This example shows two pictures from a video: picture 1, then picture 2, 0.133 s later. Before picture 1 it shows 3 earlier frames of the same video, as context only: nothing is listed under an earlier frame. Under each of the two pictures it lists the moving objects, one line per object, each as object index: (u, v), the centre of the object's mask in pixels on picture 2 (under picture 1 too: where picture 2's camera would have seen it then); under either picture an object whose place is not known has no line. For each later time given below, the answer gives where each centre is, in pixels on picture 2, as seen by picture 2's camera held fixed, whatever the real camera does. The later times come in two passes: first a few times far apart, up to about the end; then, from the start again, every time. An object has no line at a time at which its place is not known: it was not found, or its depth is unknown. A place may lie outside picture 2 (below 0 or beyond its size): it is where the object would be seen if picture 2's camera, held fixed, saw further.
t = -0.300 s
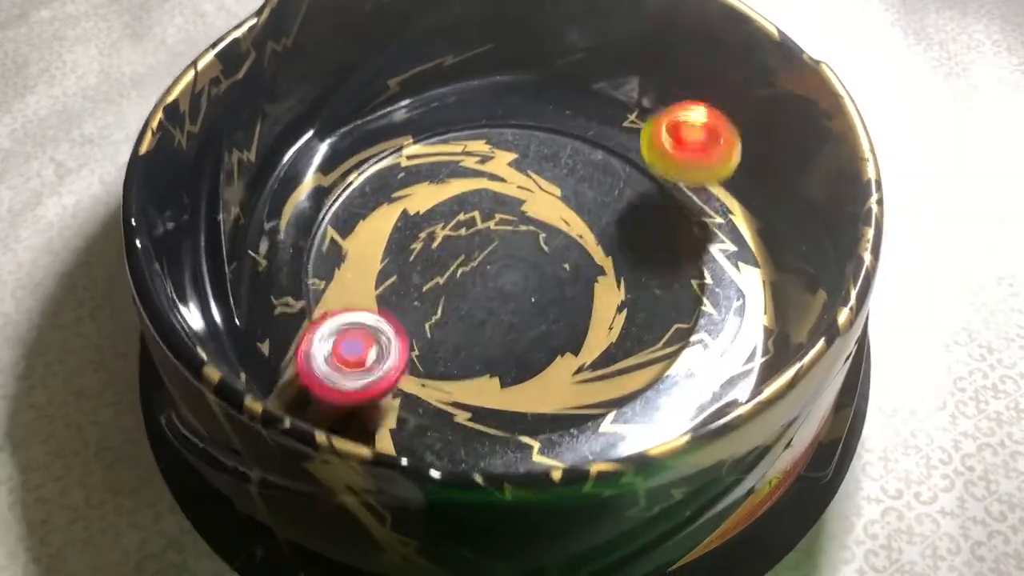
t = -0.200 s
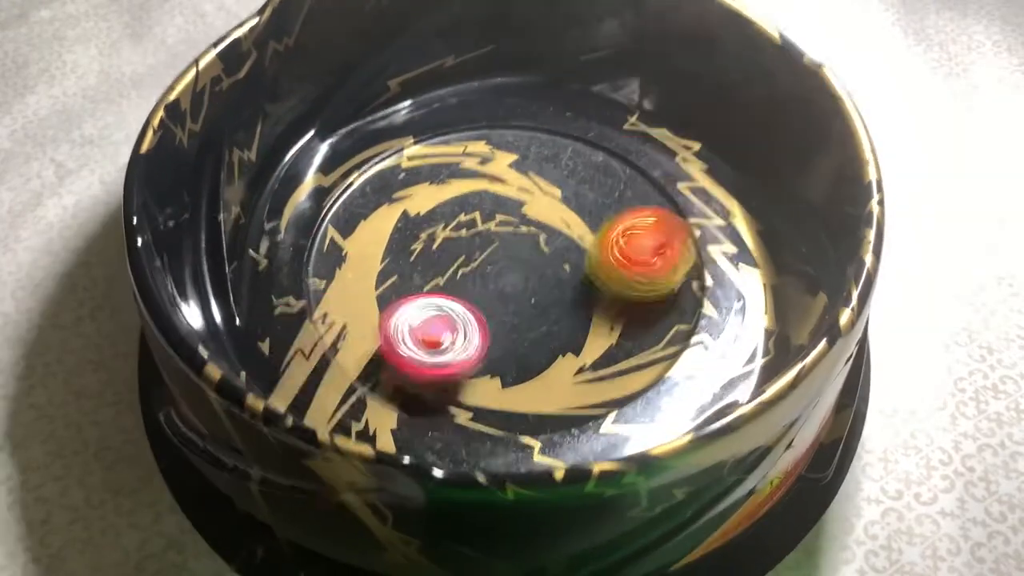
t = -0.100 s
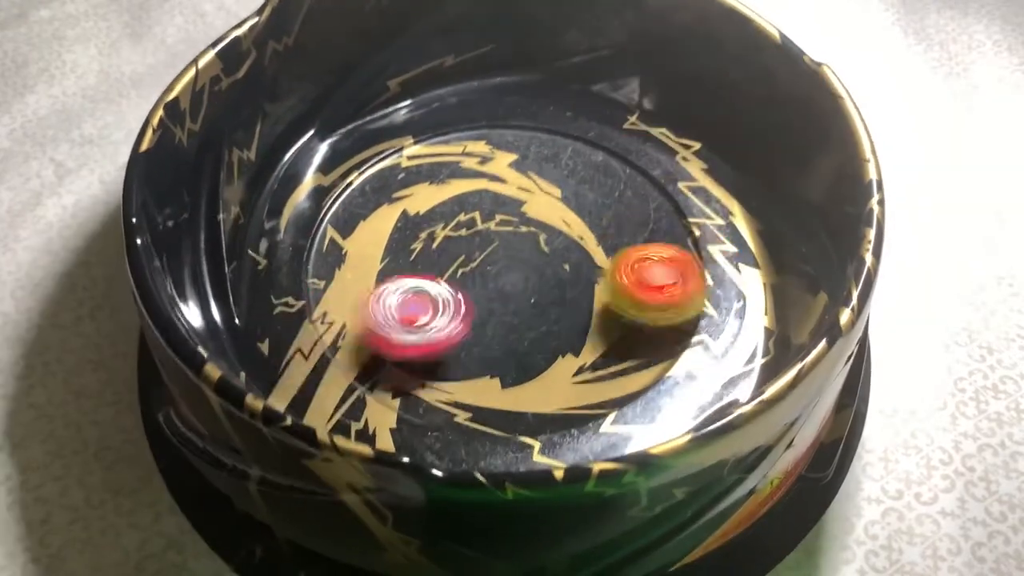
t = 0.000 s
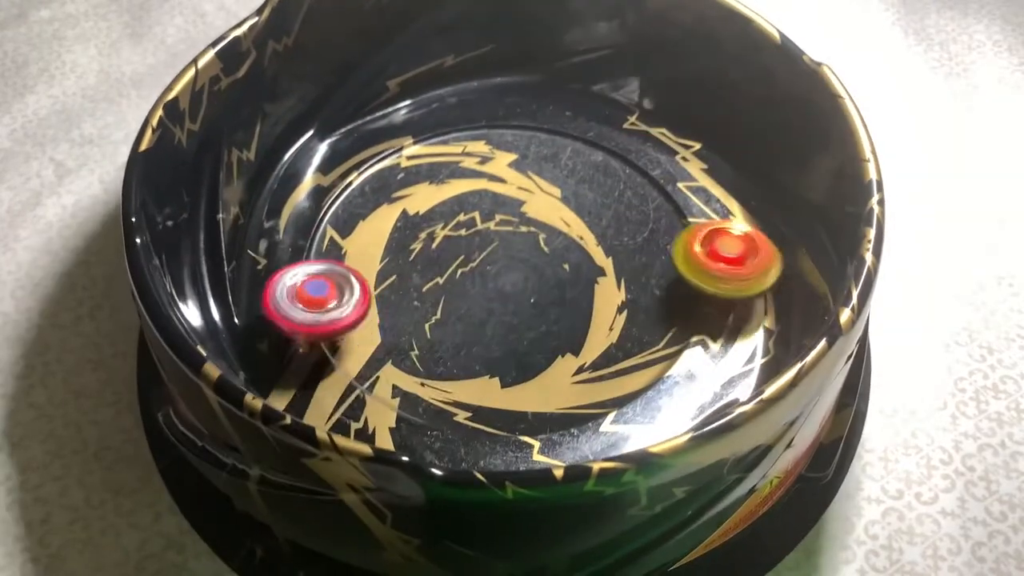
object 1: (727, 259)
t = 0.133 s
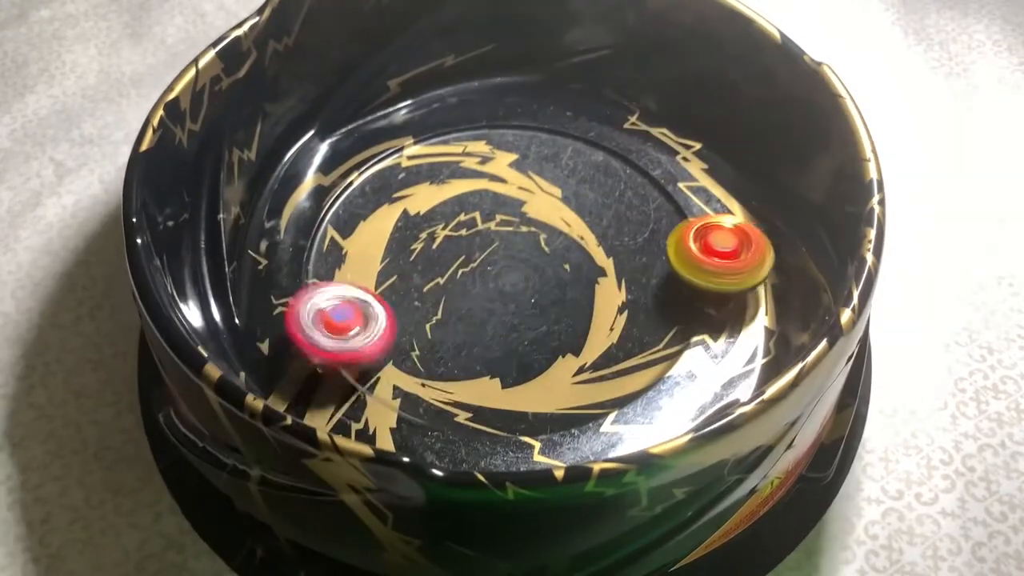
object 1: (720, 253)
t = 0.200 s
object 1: (716, 254)
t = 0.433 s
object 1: (712, 263)
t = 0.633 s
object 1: (617, 291)
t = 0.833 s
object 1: (527, 285)
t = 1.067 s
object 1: (536, 255)
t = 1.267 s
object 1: (704, 197)
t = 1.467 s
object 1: (715, 199)
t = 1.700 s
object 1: (665, 211)
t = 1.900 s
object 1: (531, 262)
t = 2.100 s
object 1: (479, 258)
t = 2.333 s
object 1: (458, 237)
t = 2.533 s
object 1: (460, 231)
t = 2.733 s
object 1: (497, 226)
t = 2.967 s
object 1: (519, 249)
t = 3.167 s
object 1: (515, 270)
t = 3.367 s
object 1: (504, 281)
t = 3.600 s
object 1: (501, 282)
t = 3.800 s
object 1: (502, 280)
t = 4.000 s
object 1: (530, 265)
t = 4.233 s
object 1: (530, 249)
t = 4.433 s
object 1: (508, 243)
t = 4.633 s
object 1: (500, 258)
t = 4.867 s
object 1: (512, 266)
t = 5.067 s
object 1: (524, 265)
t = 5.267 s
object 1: (529, 257)
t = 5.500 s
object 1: (517, 247)
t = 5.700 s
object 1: (503, 253)
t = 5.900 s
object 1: (504, 264)
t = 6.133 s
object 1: (522, 264)
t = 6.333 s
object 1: (526, 255)
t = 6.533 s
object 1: (514, 251)
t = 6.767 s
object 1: (500, 264)
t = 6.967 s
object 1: (512, 267)
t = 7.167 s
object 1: (529, 258)
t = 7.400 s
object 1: (521, 247)
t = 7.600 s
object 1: (505, 253)
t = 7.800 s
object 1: (500, 263)
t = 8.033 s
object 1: (518, 264)
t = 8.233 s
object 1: (526, 254)
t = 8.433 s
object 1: (516, 250)
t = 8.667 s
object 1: (500, 261)
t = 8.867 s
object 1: (516, 266)
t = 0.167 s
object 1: (718, 253)
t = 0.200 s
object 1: (716, 254)
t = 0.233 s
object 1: (716, 255)
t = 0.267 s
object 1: (715, 256)
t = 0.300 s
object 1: (715, 258)
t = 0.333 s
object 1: (715, 259)
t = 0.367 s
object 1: (714, 261)
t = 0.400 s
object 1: (713, 262)
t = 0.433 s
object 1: (712, 263)
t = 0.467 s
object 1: (707, 265)
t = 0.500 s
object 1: (697, 270)
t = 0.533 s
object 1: (678, 278)
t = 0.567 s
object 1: (659, 282)
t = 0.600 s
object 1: (638, 287)
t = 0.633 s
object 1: (617, 291)
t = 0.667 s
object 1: (596, 292)
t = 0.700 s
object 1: (576, 293)
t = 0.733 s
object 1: (558, 292)
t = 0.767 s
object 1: (545, 290)
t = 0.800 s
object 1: (535, 288)
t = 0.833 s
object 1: (527, 285)
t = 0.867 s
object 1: (522, 282)
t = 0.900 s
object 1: (518, 279)
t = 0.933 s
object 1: (515, 275)
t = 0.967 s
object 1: (512, 272)
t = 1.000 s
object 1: (509, 268)
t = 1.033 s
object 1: (507, 265)
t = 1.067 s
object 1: (536, 255)
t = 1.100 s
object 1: (584, 240)
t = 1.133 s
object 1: (620, 227)
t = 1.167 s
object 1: (650, 216)
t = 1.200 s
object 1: (677, 205)
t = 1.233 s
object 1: (694, 197)
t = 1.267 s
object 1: (704, 197)
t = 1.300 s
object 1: (713, 196)
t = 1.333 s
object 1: (717, 197)
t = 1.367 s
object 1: (719, 197)
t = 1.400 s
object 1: (718, 197)
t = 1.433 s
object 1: (717, 198)
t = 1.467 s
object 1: (715, 199)
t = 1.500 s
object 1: (722, 191)
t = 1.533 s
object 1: (742, 179)
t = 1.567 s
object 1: (730, 188)
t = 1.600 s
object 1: (717, 190)
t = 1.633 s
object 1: (703, 195)
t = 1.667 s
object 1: (688, 200)
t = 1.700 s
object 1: (665, 211)
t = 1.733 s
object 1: (644, 219)
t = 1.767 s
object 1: (623, 230)
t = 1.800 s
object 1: (599, 239)
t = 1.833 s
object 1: (574, 248)
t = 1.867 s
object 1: (550, 256)
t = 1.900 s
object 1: (531, 262)
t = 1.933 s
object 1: (516, 265)
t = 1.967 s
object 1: (504, 267)
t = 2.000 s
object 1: (495, 266)
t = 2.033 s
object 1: (488, 264)
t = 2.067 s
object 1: (483, 261)
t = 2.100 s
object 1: (479, 258)
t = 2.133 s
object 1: (474, 255)
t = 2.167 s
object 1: (470, 252)
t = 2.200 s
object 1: (467, 248)
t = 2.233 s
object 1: (463, 245)
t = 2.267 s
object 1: (461, 242)
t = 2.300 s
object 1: (459, 240)
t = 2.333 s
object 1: (458, 237)
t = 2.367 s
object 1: (457, 236)
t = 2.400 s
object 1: (457, 234)
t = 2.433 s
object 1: (458, 233)
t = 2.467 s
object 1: (458, 232)
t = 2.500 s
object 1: (459, 232)
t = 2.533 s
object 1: (460, 231)
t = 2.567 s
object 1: (462, 230)
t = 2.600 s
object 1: (463, 230)
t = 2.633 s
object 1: (465, 229)
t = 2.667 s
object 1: (468, 229)
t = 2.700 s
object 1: (483, 228)
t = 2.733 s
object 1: (497, 226)
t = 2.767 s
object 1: (507, 227)
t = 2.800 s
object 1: (513, 230)
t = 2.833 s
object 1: (517, 233)
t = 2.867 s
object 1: (519, 236)
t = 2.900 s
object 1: (519, 240)
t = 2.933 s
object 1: (520, 245)
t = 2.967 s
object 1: (519, 249)
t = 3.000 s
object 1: (520, 253)
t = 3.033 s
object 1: (519, 256)
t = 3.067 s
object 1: (519, 260)
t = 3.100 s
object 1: (518, 264)
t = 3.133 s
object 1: (517, 266)
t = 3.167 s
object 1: (515, 270)
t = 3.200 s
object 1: (514, 272)
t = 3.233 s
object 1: (512, 275)
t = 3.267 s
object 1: (510, 277)
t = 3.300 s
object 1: (508, 279)
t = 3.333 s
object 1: (506, 280)
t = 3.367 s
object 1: (504, 281)
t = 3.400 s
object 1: (503, 281)
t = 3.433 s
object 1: (501, 282)
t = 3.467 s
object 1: (501, 282)
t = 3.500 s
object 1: (499, 283)
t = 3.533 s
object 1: (498, 283)
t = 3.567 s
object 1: (504, 281)
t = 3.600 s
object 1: (501, 282)
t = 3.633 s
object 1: (498, 283)
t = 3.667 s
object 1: (496, 283)
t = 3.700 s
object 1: (496, 283)
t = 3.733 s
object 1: (497, 282)
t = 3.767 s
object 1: (499, 281)
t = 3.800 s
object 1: (502, 280)
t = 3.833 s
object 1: (505, 279)
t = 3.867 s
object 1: (510, 277)
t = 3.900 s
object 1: (514, 275)
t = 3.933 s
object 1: (517, 274)
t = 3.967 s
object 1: (520, 273)
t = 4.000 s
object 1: (530, 265)
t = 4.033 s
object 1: (530, 263)
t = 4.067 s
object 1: (533, 260)
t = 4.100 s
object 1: (533, 259)
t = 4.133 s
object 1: (534, 256)
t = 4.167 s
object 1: (534, 254)
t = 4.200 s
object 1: (533, 251)
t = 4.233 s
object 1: (530, 249)
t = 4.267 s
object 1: (526, 246)
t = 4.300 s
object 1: (522, 244)
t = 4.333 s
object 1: (519, 243)
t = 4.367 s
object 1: (515, 242)
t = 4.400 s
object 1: (511, 242)
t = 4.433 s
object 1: (508, 243)
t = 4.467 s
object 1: (505, 244)
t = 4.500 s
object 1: (505, 245)
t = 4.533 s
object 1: (505, 247)
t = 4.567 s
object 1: (503, 251)
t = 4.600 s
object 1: (502, 254)
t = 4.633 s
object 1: (500, 258)
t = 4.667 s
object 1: (499, 261)
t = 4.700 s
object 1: (499, 263)
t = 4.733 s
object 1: (500, 265)
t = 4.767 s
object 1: (502, 266)
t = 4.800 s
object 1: (505, 266)
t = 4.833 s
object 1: (509, 266)
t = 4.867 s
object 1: (512, 266)
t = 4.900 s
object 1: (514, 266)
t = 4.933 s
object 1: (517, 267)
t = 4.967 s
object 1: (519, 267)
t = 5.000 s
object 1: (522, 267)
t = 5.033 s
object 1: (523, 266)
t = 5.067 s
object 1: (524, 265)
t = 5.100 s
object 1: (525, 264)
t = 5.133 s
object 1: (526, 263)
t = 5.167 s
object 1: (528, 262)
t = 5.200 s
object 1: (529, 260)
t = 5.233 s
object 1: (529, 259)
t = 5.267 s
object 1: (529, 257)
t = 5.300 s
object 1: (529, 255)
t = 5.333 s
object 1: (528, 253)
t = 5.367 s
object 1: (527, 250)
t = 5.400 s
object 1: (525, 249)
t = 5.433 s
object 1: (522, 248)
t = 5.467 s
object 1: (520, 247)
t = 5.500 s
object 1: (517, 247)
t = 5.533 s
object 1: (514, 247)
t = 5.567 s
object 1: (511, 248)
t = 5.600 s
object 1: (508, 249)
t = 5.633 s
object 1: (506, 250)
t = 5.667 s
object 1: (504, 252)
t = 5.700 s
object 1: (503, 253)
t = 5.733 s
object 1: (502, 255)
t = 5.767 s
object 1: (501, 257)
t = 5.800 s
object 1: (501, 258)
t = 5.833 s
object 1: (501, 261)
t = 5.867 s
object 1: (502, 263)
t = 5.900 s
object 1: (504, 264)
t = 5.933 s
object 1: (506, 265)
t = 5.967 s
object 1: (508, 265)
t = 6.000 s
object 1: (511, 266)
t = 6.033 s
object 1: (514, 266)
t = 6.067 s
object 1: (517, 265)
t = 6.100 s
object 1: (520, 264)
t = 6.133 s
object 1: (522, 264)
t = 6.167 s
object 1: (523, 262)
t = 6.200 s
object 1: (525, 261)
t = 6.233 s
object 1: (526, 259)
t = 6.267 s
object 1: (527, 258)
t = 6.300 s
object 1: (526, 256)
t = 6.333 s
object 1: (526, 255)
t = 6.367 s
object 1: (525, 253)
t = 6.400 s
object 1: (523, 252)
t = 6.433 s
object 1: (521, 251)
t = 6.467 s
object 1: (519, 250)
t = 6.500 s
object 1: (517, 250)
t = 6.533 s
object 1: (514, 251)
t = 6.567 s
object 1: (513, 253)
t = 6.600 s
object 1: (510, 255)
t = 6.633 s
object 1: (506, 258)
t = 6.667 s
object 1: (503, 260)
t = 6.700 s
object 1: (501, 261)
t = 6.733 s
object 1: (500, 263)
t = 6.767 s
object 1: (500, 264)
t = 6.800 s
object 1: (501, 265)
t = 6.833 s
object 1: (503, 266)
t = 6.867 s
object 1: (506, 267)
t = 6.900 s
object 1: (509, 268)
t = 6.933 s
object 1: (510, 267)
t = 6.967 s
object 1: (512, 267)
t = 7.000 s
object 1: (514, 266)
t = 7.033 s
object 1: (517, 265)
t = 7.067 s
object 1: (521, 265)
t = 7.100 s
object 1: (524, 264)
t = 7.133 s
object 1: (527, 261)
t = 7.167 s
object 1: (529, 258)
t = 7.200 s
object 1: (530, 256)
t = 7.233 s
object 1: (529, 254)
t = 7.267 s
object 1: (529, 252)
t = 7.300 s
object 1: (528, 251)
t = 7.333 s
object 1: (526, 249)
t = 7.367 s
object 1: (524, 248)
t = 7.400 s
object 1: (521, 247)
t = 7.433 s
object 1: (518, 247)
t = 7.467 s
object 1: (516, 247)
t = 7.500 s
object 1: (512, 249)
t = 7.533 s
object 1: (509, 250)
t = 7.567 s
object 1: (507, 252)
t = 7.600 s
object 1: (505, 253)
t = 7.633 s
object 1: (502, 255)
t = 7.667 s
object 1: (500, 257)
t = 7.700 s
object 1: (499, 258)
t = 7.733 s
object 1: (498, 261)
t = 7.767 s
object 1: (499, 262)
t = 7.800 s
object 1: (500, 263)
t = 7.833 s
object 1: (501, 264)
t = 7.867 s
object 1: (504, 265)
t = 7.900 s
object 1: (507, 266)
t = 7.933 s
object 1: (510, 266)
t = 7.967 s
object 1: (513, 266)
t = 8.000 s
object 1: (516, 265)
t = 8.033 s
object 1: (518, 264)
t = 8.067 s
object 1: (520, 263)
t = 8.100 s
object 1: (523, 261)
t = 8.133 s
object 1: (524, 259)
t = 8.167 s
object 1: (526, 257)
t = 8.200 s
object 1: (526, 255)
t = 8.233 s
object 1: (526, 254)
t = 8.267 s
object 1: (525, 252)
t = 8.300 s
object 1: (524, 251)
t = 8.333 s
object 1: (522, 250)
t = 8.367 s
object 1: (521, 249)
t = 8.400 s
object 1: (519, 249)
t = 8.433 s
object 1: (516, 250)
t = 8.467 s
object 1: (513, 252)
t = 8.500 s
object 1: (510, 253)
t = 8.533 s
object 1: (507, 254)
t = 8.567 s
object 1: (505, 255)
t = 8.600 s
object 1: (502, 257)
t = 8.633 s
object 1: (501, 259)
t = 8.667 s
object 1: (500, 261)
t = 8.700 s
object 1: (502, 263)
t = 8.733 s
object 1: (503, 265)
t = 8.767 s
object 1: (506, 266)
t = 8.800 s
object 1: (509, 267)
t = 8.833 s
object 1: (512, 267)
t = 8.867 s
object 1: (516, 266)
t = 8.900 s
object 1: (518, 264)
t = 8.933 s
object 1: (520, 262)
